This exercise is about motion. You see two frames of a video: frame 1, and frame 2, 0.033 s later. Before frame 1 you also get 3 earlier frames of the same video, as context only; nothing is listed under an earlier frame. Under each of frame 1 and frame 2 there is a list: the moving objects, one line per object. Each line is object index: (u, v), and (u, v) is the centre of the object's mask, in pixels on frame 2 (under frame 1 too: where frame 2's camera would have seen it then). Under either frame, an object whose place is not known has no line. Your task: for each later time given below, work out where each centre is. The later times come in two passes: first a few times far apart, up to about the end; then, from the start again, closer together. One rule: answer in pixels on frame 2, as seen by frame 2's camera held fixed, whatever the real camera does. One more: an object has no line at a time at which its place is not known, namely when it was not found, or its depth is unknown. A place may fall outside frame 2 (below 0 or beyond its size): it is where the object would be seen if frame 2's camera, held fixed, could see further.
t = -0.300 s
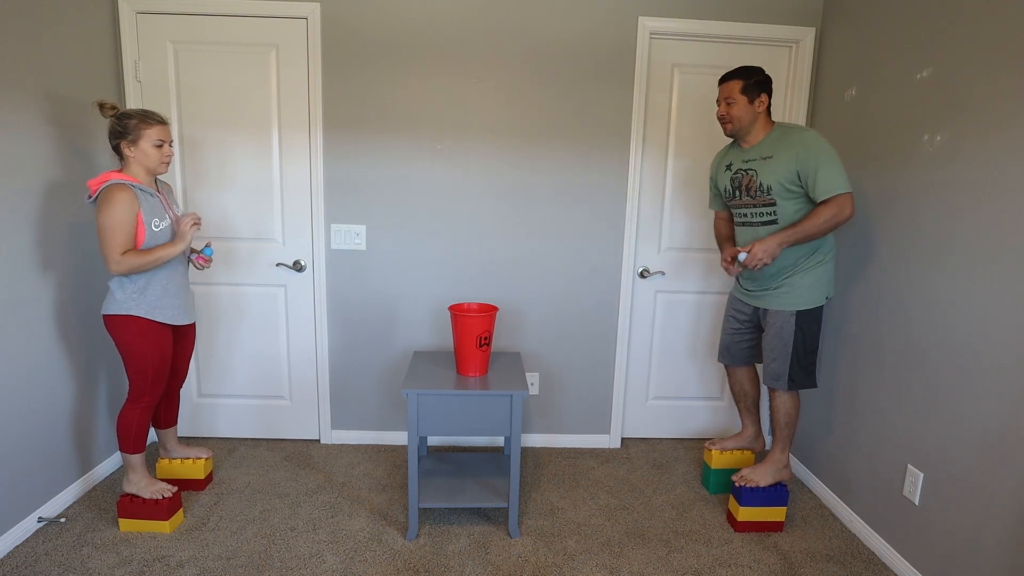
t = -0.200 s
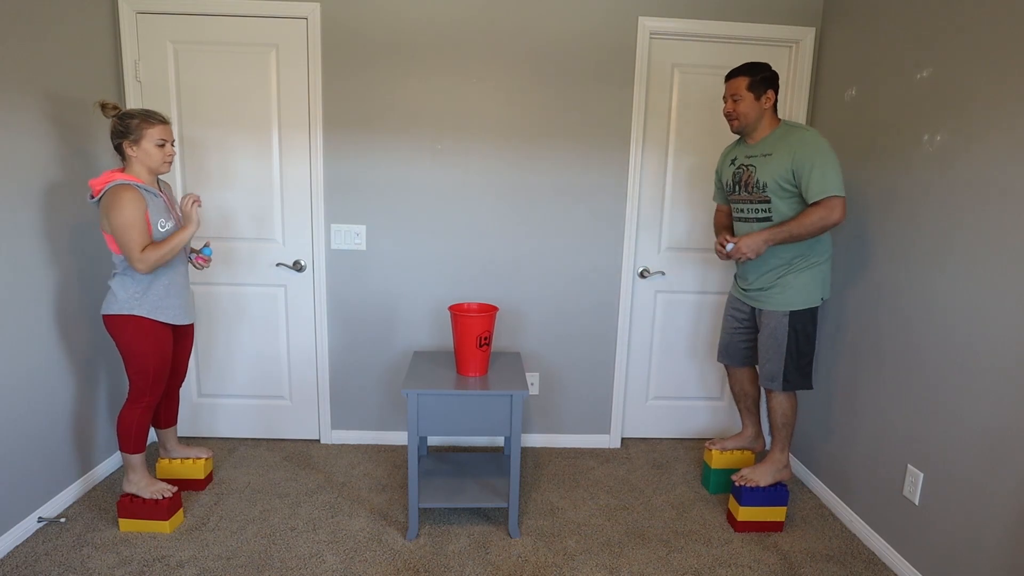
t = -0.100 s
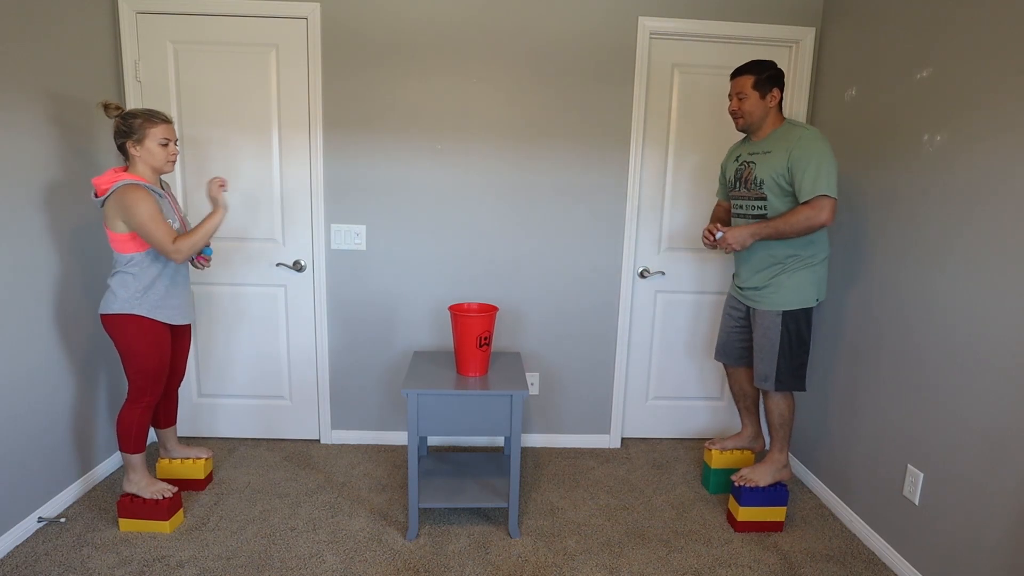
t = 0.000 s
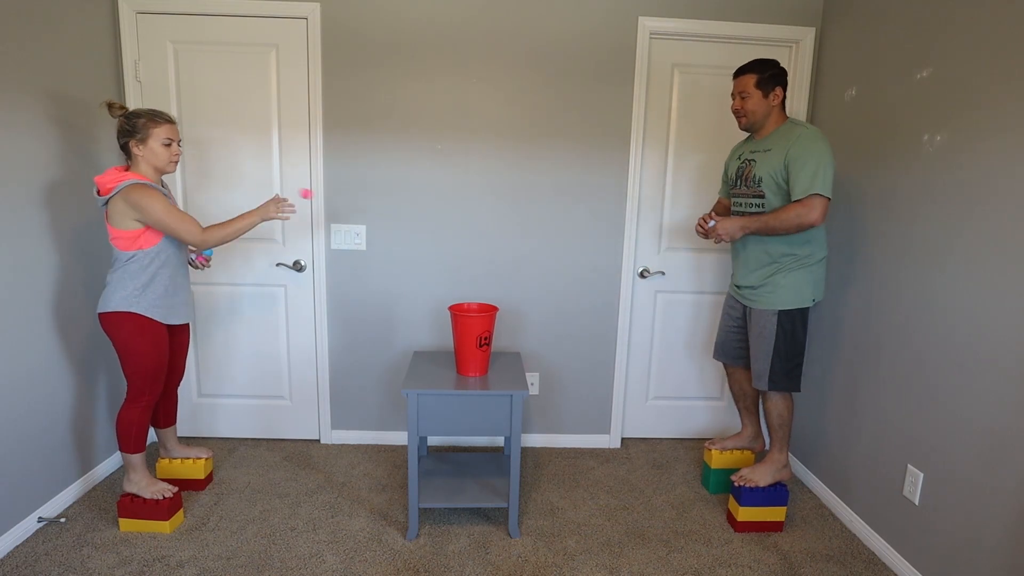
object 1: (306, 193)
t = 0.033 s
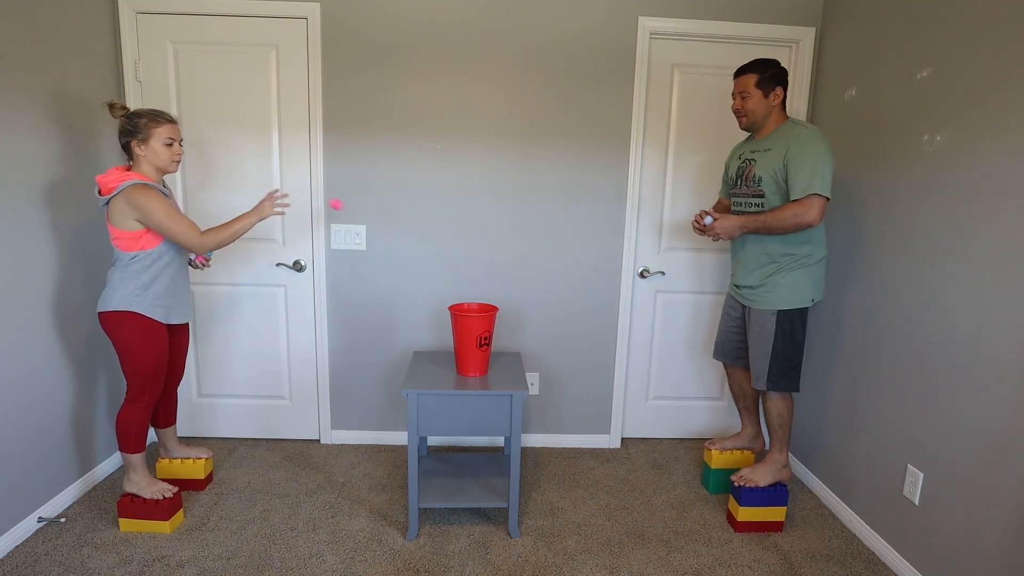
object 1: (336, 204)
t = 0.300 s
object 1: (497, 279)
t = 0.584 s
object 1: (519, 310)
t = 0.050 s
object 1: (350, 210)
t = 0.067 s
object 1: (365, 217)
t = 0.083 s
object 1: (379, 225)
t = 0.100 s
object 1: (394, 233)
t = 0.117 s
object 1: (408, 242)
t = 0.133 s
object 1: (421, 251)
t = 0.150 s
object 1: (435, 262)
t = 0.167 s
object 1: (449, 272)
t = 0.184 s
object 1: (462, 284)
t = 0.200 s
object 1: (475, 296)
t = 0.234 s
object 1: (490, 300)
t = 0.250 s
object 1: (492, 294)
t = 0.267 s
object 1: (494, 288)
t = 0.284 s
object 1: (495, 283)
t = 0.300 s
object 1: (497, 279)
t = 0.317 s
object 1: (499, 276)
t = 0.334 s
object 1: (500, 273)
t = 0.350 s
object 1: (502, 271)
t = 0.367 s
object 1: (504, 270)
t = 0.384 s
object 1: (505, 270)
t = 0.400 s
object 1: (507, 270)
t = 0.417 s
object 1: (508, 271)
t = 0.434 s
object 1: (509, 272)
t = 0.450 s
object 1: (511, 274)
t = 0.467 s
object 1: (512, 277)
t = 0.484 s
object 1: (513, 280)
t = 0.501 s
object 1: (514, 284)
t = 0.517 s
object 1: (515, 288)
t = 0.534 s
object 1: (516, 293)
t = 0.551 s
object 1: (517, 298)
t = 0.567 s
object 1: (518, 303)
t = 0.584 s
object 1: (519, 310)
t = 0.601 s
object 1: (520, 316)
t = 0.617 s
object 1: (520, 323)
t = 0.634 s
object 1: (521, 330)
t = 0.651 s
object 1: (522, 338)
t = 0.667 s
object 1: (522, 347)
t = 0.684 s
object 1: (524, 356)
